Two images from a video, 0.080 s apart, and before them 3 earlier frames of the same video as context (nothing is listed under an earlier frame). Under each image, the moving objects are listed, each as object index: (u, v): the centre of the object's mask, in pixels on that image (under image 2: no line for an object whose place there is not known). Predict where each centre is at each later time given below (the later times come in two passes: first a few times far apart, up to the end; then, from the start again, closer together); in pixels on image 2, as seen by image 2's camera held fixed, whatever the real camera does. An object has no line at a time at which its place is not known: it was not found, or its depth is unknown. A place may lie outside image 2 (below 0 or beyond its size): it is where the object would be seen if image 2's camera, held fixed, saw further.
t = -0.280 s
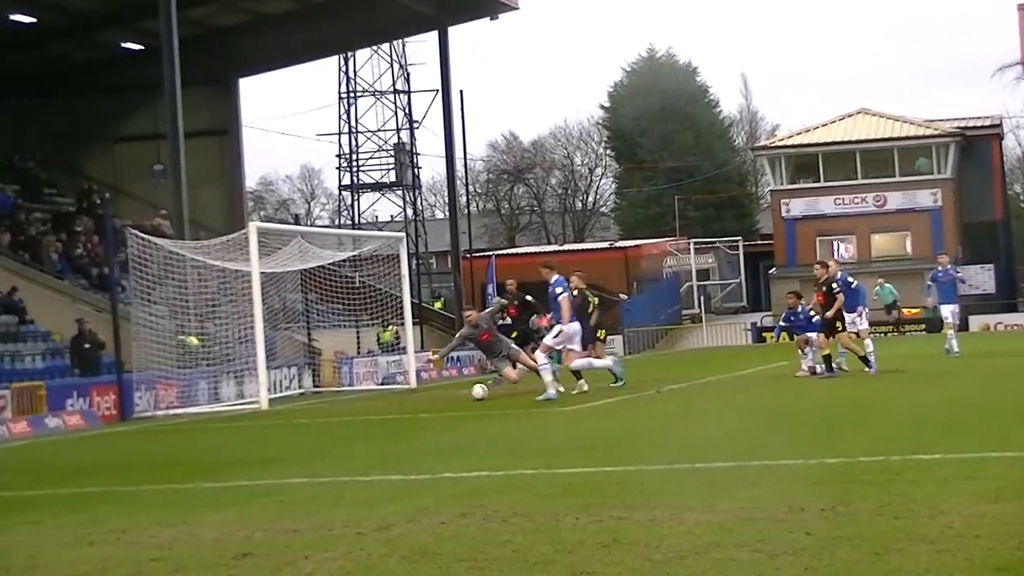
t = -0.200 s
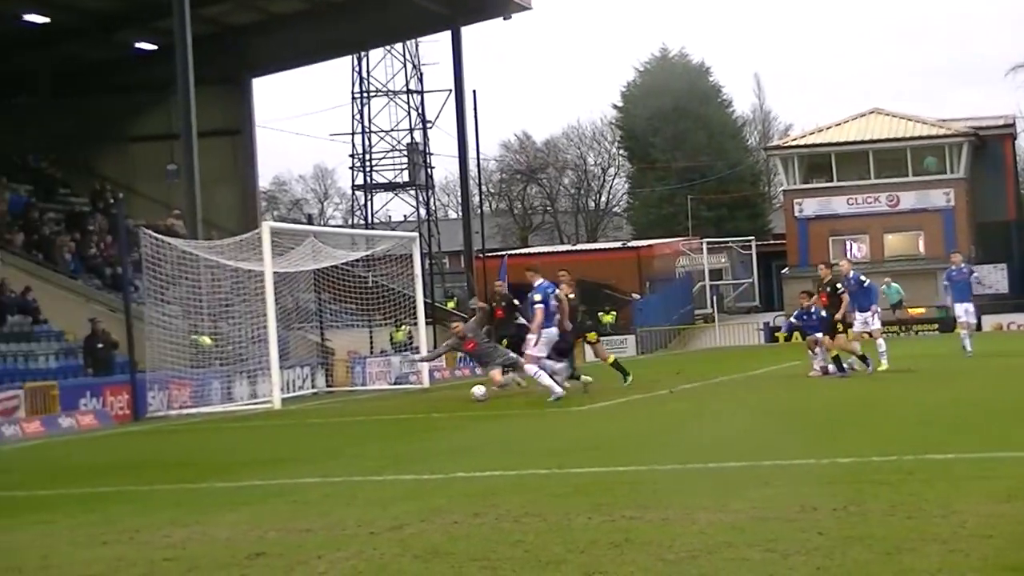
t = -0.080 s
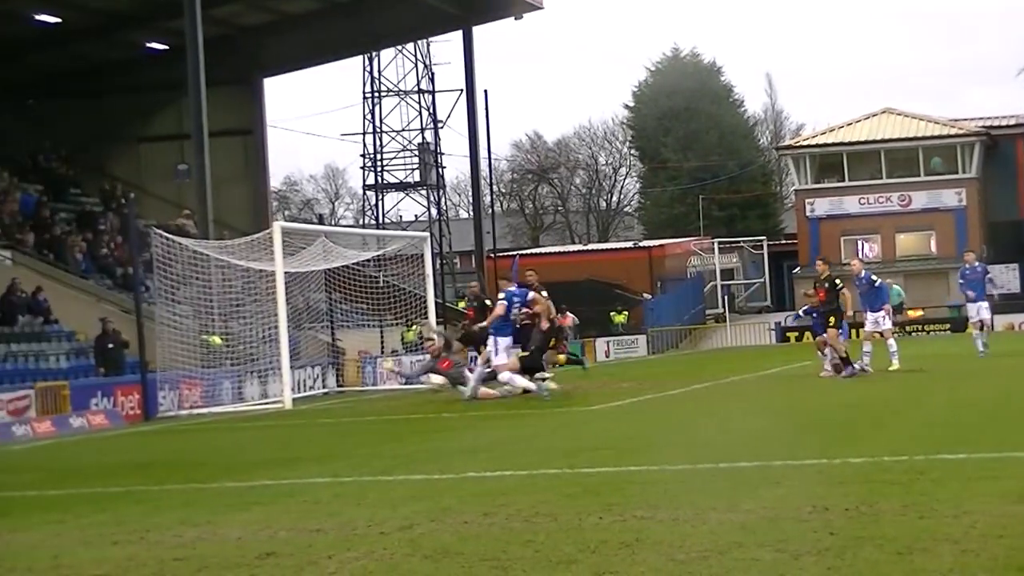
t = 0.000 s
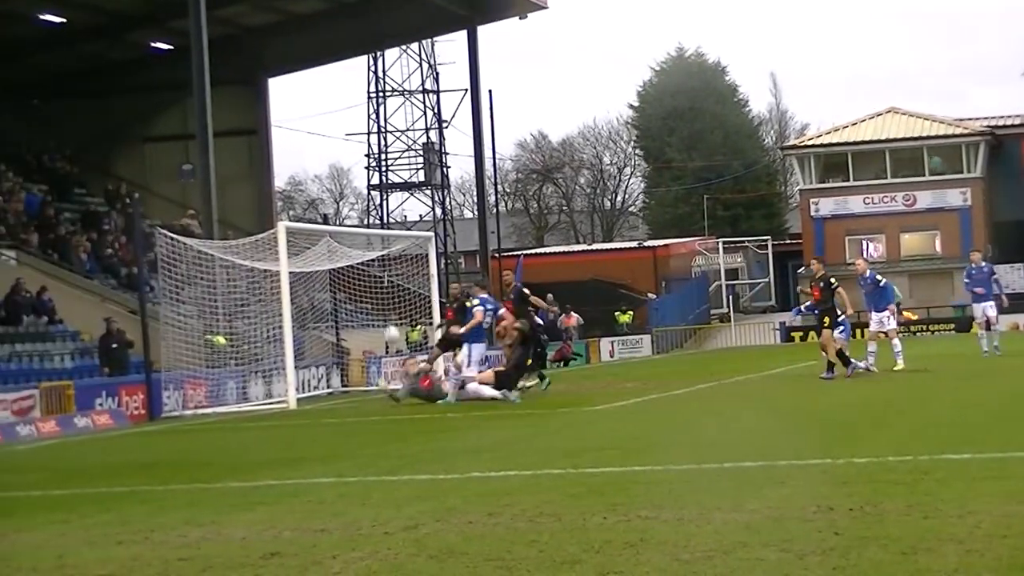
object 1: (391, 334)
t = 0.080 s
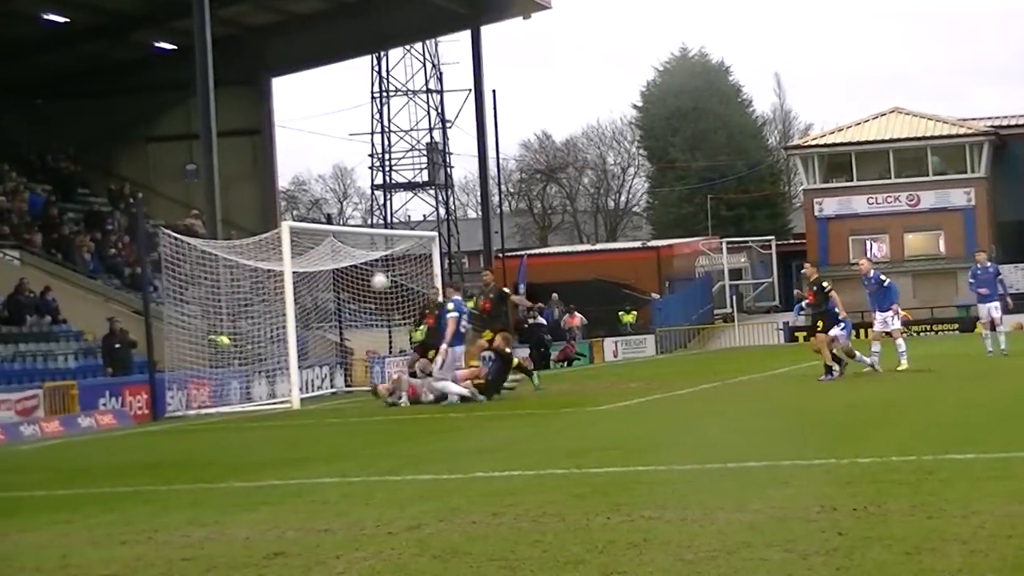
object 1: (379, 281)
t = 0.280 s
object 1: (342, 174)
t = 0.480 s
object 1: (302, 112)
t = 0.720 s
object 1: (259, 73)
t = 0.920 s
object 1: (225, 75)
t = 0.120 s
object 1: (372, 257)
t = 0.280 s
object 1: (342, 174)
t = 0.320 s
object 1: (333, 164)
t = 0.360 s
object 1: (325, 149)
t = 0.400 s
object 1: (317, 135)
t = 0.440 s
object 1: (310, 123)
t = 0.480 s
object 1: (302, 112)
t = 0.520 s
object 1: (295, 103)
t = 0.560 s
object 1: (287, 95)
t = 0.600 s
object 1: (280, 88)
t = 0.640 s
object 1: (272, 81)
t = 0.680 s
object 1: (266, 77)
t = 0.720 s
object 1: (259, 73)
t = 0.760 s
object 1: (252, 72)
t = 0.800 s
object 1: (245, 71)
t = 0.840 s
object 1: (238, 71)
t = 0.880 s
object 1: (231, 73)
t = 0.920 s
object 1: (225, 75)
